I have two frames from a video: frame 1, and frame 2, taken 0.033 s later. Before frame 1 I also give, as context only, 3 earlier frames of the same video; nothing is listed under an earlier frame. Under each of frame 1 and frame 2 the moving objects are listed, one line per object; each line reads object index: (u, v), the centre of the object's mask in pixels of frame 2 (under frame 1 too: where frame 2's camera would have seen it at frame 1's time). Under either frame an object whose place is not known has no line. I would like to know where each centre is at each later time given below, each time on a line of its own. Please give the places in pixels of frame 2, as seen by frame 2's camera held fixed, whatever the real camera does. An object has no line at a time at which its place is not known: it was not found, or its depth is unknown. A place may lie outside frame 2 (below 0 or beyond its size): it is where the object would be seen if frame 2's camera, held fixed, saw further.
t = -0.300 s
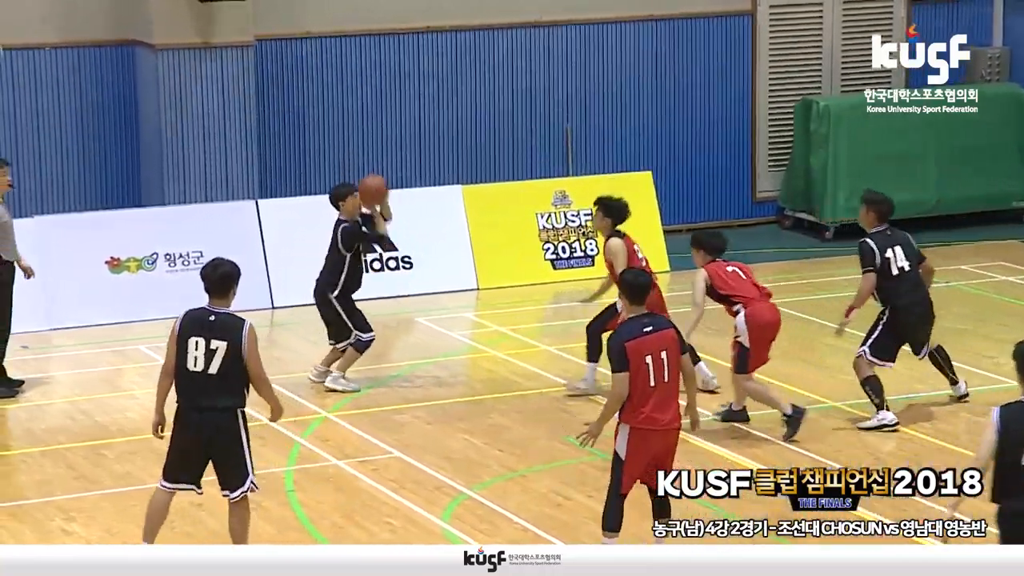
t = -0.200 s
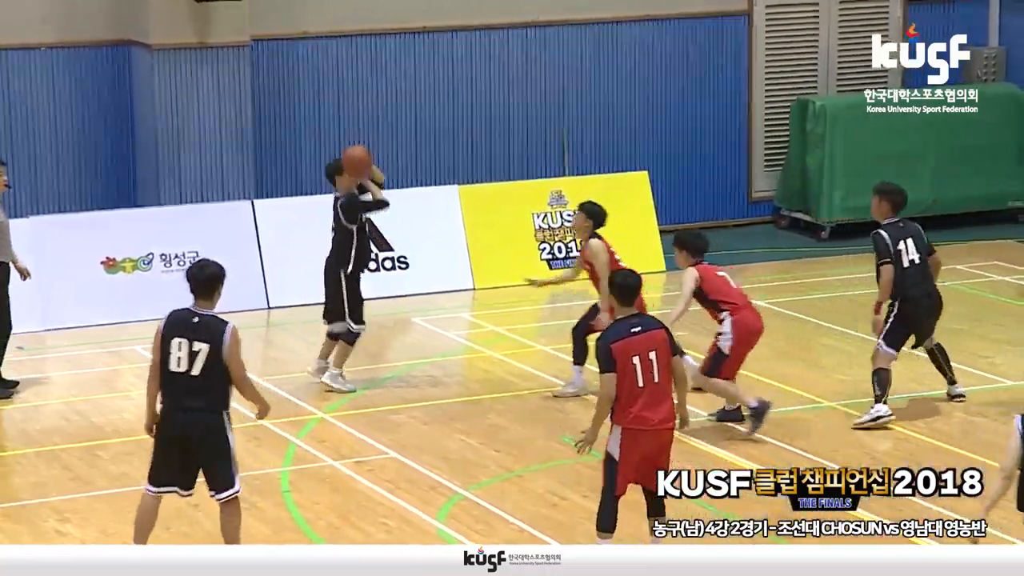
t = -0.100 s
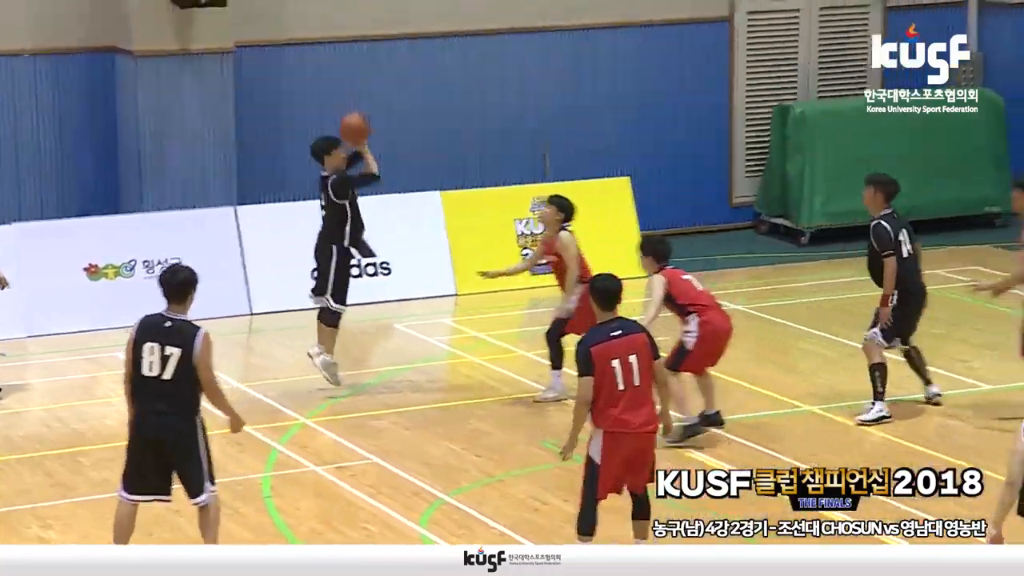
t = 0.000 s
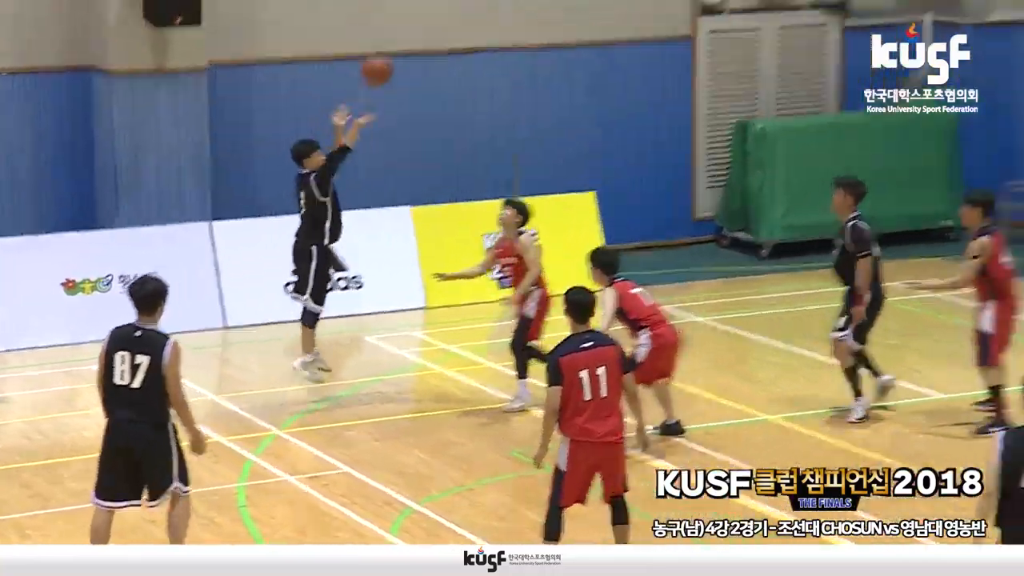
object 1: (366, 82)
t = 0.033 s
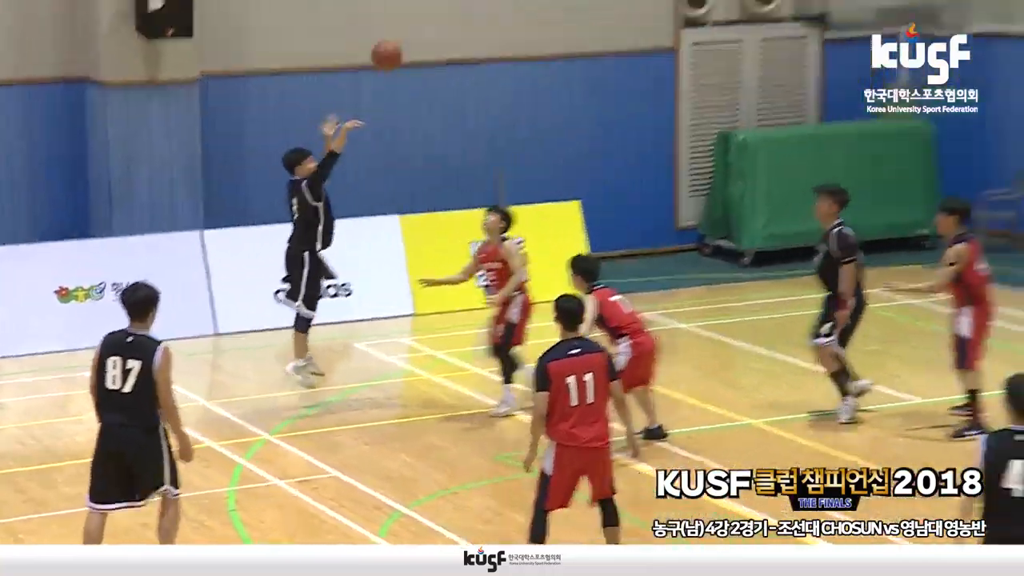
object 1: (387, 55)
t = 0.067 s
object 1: (407, 31)
